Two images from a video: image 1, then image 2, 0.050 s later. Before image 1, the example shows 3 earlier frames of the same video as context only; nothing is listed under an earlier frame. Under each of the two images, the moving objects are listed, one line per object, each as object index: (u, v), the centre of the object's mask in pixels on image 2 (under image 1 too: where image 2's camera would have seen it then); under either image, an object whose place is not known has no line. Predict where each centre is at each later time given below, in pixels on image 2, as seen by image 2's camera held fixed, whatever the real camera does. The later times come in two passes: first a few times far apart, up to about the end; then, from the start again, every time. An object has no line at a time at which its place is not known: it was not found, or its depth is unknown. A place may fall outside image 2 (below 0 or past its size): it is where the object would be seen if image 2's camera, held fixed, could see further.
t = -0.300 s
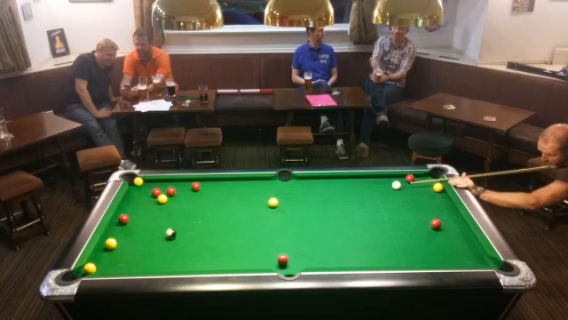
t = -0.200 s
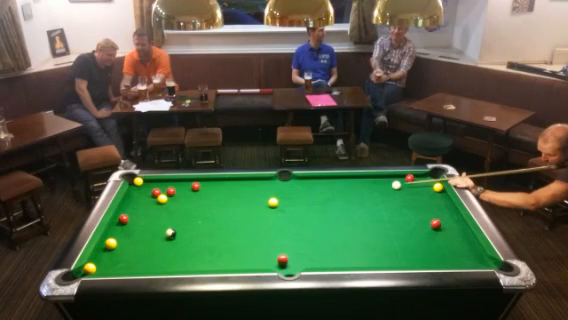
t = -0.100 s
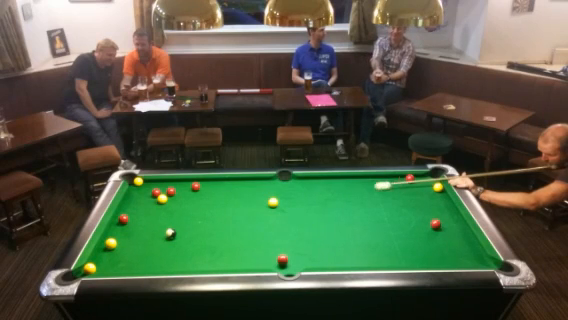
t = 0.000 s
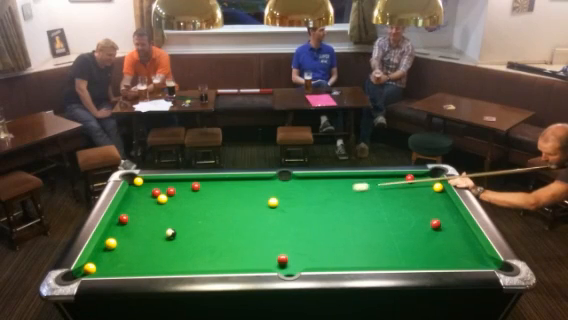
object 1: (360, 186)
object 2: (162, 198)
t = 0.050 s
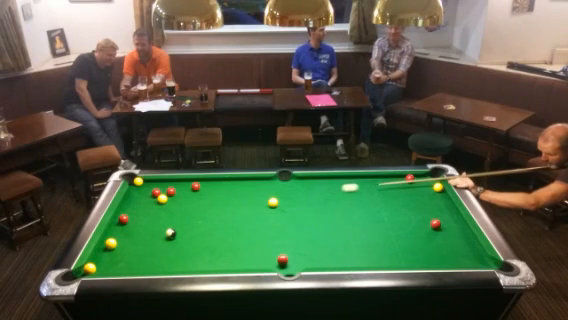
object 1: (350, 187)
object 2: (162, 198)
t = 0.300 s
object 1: (295, 190)
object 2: (162, 198)
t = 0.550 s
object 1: (240, 194)
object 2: (162, 198)
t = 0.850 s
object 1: (175, 198)
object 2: (161, 199)
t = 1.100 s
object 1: (164, 202)
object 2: (129, 198)
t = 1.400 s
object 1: (152, 206)
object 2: (149, 197)
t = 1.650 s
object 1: (143, 209)
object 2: (168, 196)
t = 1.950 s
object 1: (133, 213)
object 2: (189, 195)
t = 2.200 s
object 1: (127, 213)
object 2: (206, 194)
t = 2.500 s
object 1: (123, 213)
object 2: (225, 193)
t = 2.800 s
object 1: (120, 214)
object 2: (242, 192)
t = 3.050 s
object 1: (119, 214)
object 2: (255, 191)
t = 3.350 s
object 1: (118, 214)
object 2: (270, 190)
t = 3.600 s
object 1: (118, 214)
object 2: (281, 190)
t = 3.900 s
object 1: (118, 214)
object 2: (293, 189)
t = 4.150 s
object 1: (118, 214)
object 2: (301, 189)
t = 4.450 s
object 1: (118, 214)
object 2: (310, 189)
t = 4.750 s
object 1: (118, 214)
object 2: (318, 188)
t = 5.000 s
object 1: (118, 214)
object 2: (324, 188)
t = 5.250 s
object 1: (118, 214)
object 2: (328, 188)
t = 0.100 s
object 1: (338, 188)
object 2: (162, 198)
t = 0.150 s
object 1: (328, 188)
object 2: (162, 198)
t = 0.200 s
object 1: (317, 189)
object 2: (162, 198)
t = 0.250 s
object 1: (306, 190)
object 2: (162, 198)
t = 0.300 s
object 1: (295, 190)
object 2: (162, 198)
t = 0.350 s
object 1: (284, 191)
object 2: (162, 199)
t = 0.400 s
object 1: (273, 192)
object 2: (162, 198)
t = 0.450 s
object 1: (262, 192)
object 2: (162, 198)
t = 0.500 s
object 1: (251, 193)
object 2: (162, 198)
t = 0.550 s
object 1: (240, 194)
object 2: (162, 198)
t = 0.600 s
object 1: (229, 195)
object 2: (162, 198)
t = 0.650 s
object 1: (218, 195)
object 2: (162, 199)
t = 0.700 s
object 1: (207, 196)
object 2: (162, 199)
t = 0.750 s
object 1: (196, 197)
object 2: (162, 199)
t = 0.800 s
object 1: (185, 197)
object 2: (162, 199)
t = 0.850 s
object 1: (175, 198)
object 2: (161, 199)
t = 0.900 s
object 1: (171, 199)
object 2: (154, 198)
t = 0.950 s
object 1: (170, 200)
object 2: (148, 198)
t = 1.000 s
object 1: (168, 201)
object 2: (141, 198)
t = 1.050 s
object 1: (166, 201)
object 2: (135, 198)
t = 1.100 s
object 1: (164, 202)
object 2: (129, 198)
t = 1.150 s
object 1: (162, 203)
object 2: (128, 198)
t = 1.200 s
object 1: (160, 204)
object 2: (133, 198)
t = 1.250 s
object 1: (158, 204)
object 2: (137, 197)
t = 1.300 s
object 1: (156, 205)
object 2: (141, 197)
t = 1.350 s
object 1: (154, 206)
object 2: (145, 197)
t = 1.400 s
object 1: (152, 206)
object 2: (149, 197)
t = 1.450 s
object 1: (150, 207)
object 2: (153, 197)
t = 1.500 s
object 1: (148, 208)
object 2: (157, 197)
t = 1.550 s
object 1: (146, 208)
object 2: (160, 196)
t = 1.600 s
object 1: (144, 209)
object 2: (164, 196)
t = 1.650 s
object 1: (143, 209)
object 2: (168, 196)
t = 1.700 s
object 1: (141, 210)
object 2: (172, 196)
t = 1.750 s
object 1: (139, 210)
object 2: (175, 196)
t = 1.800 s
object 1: (137, 211)
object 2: (179, 196)
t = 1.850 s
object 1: (136, 212)
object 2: (182, 195)
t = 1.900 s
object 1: (134, 212)
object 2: (186, 195)
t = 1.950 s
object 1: (133, 213)
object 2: (189, 195)
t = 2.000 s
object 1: (132, 213)
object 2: (192, 195)
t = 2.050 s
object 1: (130, 213)
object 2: (196, 195)
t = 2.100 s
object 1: (129, 213)
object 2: (200, 195)
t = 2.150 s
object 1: (128, 213)
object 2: (203, 194)
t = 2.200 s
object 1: (127, 213)
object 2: (206, 194)
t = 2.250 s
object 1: (126, 213)
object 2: (209, 194)
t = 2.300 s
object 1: (125, 213)
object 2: (212, 194)
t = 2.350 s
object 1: (125, 213)
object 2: (216, 194)
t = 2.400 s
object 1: (124, 213)
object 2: (219, 193)
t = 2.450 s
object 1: (123, 213)
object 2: (222, 193)
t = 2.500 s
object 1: (123, 213)
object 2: (225, 193)
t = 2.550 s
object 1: (122, 213)
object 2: (228, 193)
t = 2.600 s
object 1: (122, 213)
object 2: (231, 193)
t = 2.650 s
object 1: (121, 213)
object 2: (234, 193)
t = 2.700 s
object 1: (121, 213)
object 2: (236, 193)
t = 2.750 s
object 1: (120, 214)
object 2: (239, 192)
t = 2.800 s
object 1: (120, 214)
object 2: (242, 192)
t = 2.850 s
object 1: (120, 214)
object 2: (245, 192)
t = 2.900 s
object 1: (119, 213)
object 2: (248, 192)
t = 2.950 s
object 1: (119, 214)
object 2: (250, 192)
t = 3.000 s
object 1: (119, 214)
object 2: (253, 191)
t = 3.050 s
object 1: (119, 214)
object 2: (255, 191)
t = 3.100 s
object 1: (119, 214)
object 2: (258, 191)
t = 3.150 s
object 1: (118, 214)
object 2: (260, 191)
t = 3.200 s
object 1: (118, 214)
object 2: (263, 191)
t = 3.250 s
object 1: (118, 214)
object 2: (265, 190)
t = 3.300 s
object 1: (118, 214)
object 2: (267, 190)
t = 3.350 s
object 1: (118, 214)
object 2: (270, 190)
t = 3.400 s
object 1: (118, 214)
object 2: (272, 190)
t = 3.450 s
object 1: (118, 214)
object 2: (274, 190)
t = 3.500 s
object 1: (118, 214)
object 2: (277, 190)
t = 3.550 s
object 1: (118, 214)
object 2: (279, 190)
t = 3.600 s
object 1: (118, 214)
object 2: (281, 190)
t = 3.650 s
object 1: (118, 214)
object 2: (283, 190)
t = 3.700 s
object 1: (118, 214)
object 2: (285, 190)
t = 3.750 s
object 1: (118, 214)
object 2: (287, 190)
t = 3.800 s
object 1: (118, 214)
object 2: (289, 189)
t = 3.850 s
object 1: (118, 214)
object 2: (290, 189)
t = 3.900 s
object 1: (118, 214)
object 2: (293, 189)
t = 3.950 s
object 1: (118, 214)
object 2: (294, 189)
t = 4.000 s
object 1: (118, 214)
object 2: (296, 189)
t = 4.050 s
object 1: (118, 214)
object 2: (298, 189)
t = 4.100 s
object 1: (118, 214)
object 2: (300, 189)
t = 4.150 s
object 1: (118, 214)
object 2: (301, 189)
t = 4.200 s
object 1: (118, 214)
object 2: (303, 189)
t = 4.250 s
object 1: (118, 214)
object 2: (305, 189)
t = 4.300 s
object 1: (118, 214)
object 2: (306, 189)
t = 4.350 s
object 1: (118, 214)
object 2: (307, 189)
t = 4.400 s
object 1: (118, 214)
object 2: (309, 189)
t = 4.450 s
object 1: (118, 214)
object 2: (310, 189)
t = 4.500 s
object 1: (118, 214)
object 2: (312, 189)
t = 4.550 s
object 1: (118, 214)
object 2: (313, 189)
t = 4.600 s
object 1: (118, 214)
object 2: (314, 189)
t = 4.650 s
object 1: (118, 214)
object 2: (316, 189)
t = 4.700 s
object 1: (118, 214)
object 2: (317, 189)
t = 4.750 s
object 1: (118, 214)
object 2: (318, 188)
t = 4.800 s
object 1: (118, 214)
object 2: (319, 189)
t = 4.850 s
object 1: (118, 214)
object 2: (320, 188)
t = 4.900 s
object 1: (118, 214)
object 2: (322, 189)
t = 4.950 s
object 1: (118, 214)
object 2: (323, 189)
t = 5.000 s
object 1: (118, 214)
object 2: (324, 188)
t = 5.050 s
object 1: (118, 214)
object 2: (325, 188)
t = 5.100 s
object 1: (118, 214)
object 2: (326, 189)
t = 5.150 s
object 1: (118, 214)
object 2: (327, 188)
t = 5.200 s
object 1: (118, 214)
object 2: (327, 188)
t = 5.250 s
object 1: (118, 214)
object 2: (328, 188)
